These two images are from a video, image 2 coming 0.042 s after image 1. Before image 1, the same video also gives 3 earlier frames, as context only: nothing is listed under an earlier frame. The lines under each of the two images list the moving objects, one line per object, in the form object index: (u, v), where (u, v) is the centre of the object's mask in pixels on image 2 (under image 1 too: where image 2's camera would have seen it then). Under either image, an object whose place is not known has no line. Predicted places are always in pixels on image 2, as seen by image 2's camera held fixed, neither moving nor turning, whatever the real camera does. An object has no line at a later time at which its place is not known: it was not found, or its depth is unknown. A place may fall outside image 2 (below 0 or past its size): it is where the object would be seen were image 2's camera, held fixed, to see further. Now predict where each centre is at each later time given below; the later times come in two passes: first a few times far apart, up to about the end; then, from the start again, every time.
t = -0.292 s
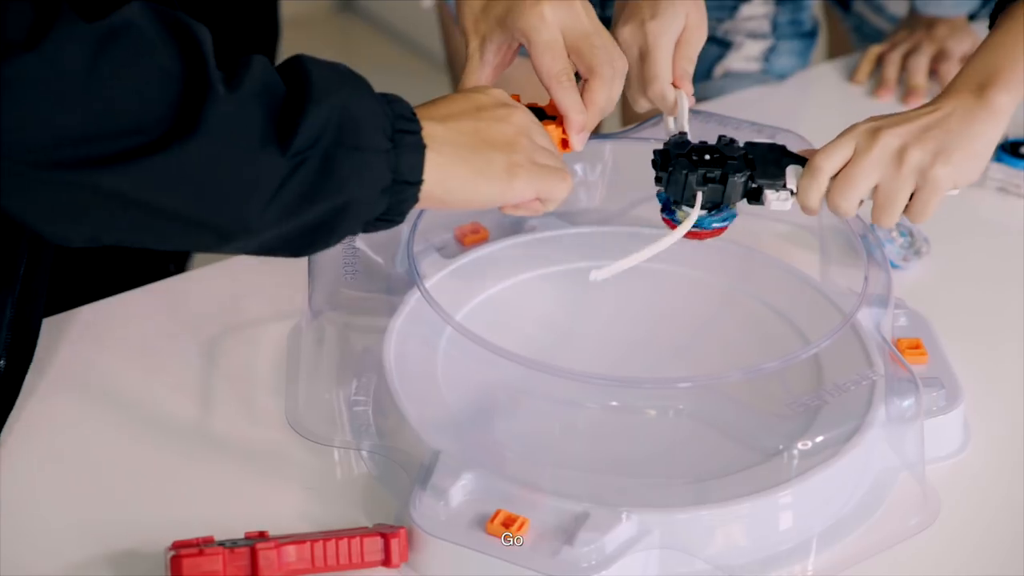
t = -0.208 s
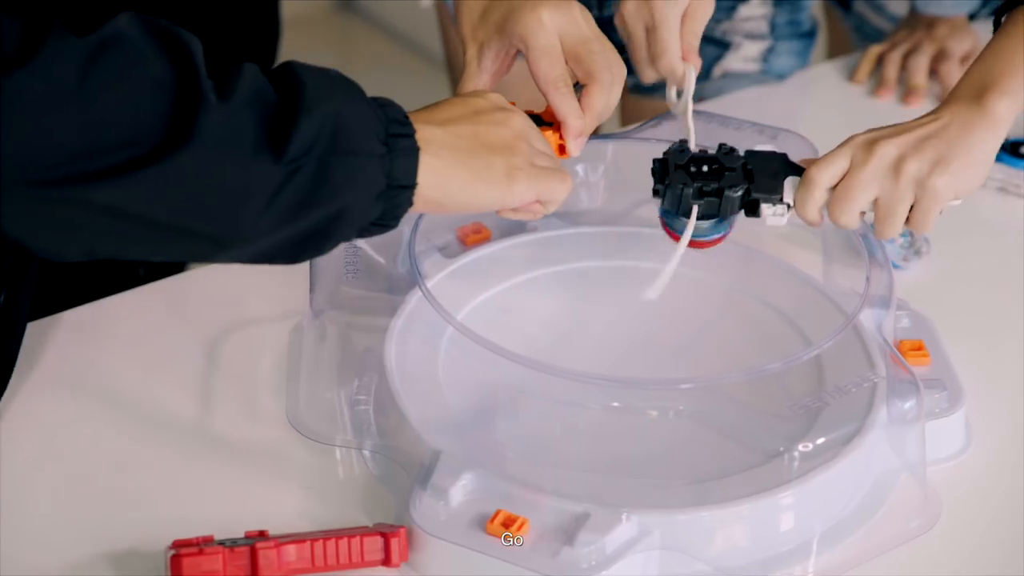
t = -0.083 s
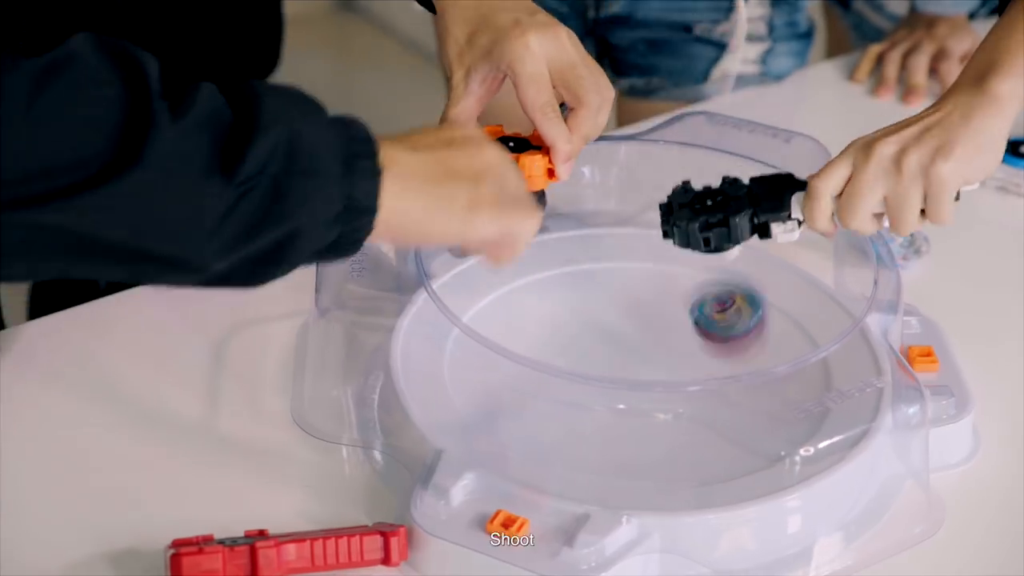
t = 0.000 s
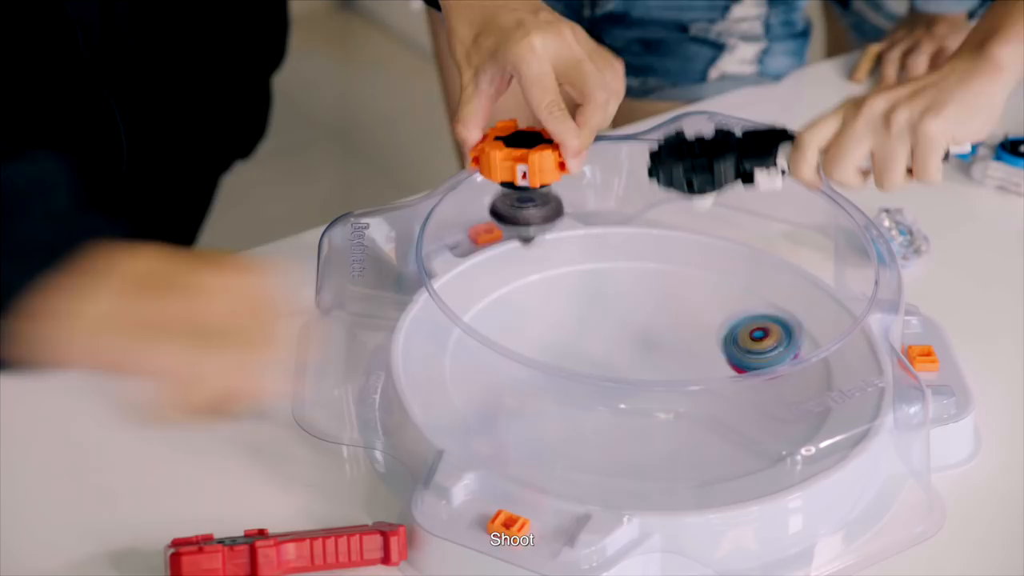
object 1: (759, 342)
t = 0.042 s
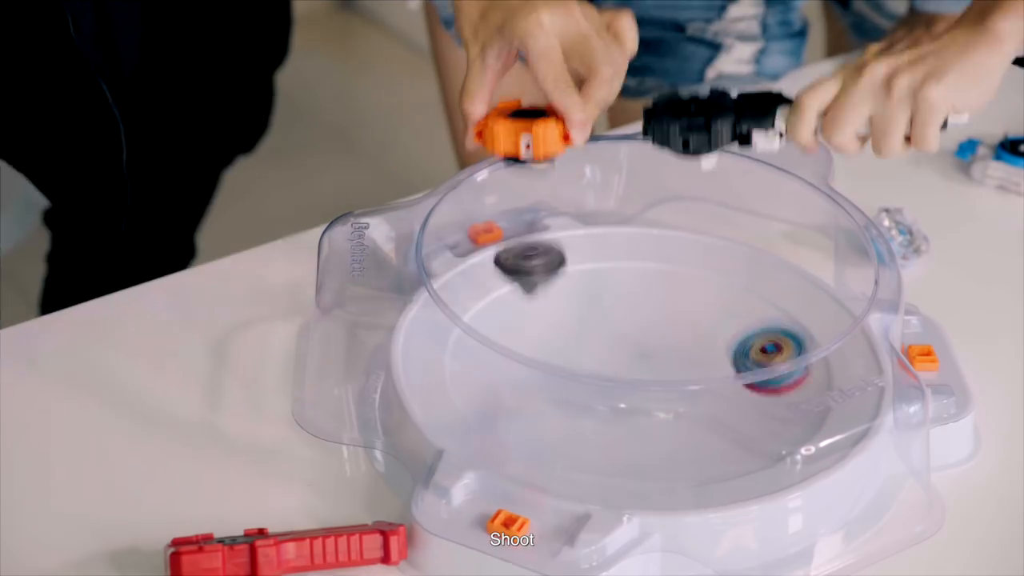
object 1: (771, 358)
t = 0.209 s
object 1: (765, 434)
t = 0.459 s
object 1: (579, 423)
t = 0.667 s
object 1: (519, 388)
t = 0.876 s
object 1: (622, 371)
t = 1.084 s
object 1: (759, 392)
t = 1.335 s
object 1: (775, 326)
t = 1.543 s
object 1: (640, 302)
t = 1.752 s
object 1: (546, 339)
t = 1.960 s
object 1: (647, 415)
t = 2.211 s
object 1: (719, 345)
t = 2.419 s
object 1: (591, 322)
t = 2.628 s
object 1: (542, 394)
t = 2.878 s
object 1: (698, 415)
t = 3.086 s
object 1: (725, 338)
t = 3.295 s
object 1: (621, 288)
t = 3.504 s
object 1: (525, 327)
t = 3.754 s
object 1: (599, 419)
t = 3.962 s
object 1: (734, 412)
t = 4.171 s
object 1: (760, 341)
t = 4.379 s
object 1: (661, 297)
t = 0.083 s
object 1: (784, 406)
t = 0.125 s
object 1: (782, 414)
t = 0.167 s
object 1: (774, 413)
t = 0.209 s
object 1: (765, 434)
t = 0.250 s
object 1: (741, 435)
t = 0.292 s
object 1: (712, 431)
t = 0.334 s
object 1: (682, 425)
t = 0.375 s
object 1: (644, 429)
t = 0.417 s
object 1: (610, 428)
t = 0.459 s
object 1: (579, 423)
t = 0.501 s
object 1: (554, 415)
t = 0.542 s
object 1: (535, 406)
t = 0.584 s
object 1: (522, 399)
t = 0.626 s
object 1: (517, 392)
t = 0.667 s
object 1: (519, 388)
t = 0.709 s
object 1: (532, 378)
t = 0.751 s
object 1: (549, 374)
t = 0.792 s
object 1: (572, 368)
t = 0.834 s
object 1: (596, 368)
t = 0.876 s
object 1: (622, 371)
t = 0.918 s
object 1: (647, 376)
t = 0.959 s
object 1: (673, 379)
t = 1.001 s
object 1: (701, 391)
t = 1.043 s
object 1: (731, 394)
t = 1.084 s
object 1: (759, 392)
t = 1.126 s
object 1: (790, 388)
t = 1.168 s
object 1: (809, 373)
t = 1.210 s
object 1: (822, 359)
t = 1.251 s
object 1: (812, 344)
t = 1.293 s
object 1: (797, 331)
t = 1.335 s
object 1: (775, 326)
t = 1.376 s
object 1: (743, 324)
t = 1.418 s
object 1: (707, 329)
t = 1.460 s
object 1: (679, 330)
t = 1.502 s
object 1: (662, 315)
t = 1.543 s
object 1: (640, 302)
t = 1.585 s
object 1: (612, 295)
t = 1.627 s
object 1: (584, 296)
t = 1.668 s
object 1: (560, 306)
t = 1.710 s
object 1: (547, 323)
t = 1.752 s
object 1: (546, 339)
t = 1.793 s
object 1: (552, 363)
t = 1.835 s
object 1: (571, 382)
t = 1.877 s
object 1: (593, 403)
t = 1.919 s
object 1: (617, 411)
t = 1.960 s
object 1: (647, 415)
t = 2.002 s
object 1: (677, 416)
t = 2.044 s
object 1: (707, 410)
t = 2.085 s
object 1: (727, 403)
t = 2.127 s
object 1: (731, 375)
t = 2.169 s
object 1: (730, 355)
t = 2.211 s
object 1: (719, 345)
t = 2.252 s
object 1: (700, 332)
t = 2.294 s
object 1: (674, 323)
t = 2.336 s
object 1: (645, 319)
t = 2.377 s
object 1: (617, 318)
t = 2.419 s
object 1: (591, 322)
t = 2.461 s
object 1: (568, 331)
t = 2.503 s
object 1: (550, 340)
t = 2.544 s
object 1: (539, 356)
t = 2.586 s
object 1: (535, 376)
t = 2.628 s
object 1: (542, 394)
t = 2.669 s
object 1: (559, 406)
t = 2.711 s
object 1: (584, 418)
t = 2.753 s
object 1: (613, 425)
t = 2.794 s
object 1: (643, 427)
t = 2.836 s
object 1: (672, 424)
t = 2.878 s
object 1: (698, 415)
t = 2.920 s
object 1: (718, 408)
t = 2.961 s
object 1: (728, 391)
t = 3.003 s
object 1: (732, 371)
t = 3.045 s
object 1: (730, 352)
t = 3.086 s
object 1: (725, 338)
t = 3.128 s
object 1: (712, 324)
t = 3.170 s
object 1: (694, 311)
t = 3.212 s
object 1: (672, 300)
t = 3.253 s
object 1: (648, 292)
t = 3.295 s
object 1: (621, 288)
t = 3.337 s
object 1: (596, 288)
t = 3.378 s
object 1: (572, 293)
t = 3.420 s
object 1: (550, 302)
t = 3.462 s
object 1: (534, 314)
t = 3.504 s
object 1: (525, 327)
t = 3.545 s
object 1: (522, 344)
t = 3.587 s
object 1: (525, 366)
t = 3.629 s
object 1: (533, 387)
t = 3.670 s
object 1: (552, 399)
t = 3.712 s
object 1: (573, 410)
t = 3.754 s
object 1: (599, 419)
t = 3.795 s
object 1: (627, 425)
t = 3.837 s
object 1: (655, 428)
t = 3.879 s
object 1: (684, 426)
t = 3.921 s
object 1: (711, 419)
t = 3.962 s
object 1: (734, 412)
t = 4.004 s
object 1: (751, 405)
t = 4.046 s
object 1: (765, 396)
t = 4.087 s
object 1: (765, 366)
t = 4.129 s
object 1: (763, 349)
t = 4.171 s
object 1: (760, 341)
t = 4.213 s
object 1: (748, 328)
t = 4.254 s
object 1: (731, 316)
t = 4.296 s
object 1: (710, 307)
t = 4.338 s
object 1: (686, 301)
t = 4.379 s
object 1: (661, 297)
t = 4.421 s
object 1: (636, 296)
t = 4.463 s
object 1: (610, 297)
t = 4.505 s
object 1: (586, 301)
